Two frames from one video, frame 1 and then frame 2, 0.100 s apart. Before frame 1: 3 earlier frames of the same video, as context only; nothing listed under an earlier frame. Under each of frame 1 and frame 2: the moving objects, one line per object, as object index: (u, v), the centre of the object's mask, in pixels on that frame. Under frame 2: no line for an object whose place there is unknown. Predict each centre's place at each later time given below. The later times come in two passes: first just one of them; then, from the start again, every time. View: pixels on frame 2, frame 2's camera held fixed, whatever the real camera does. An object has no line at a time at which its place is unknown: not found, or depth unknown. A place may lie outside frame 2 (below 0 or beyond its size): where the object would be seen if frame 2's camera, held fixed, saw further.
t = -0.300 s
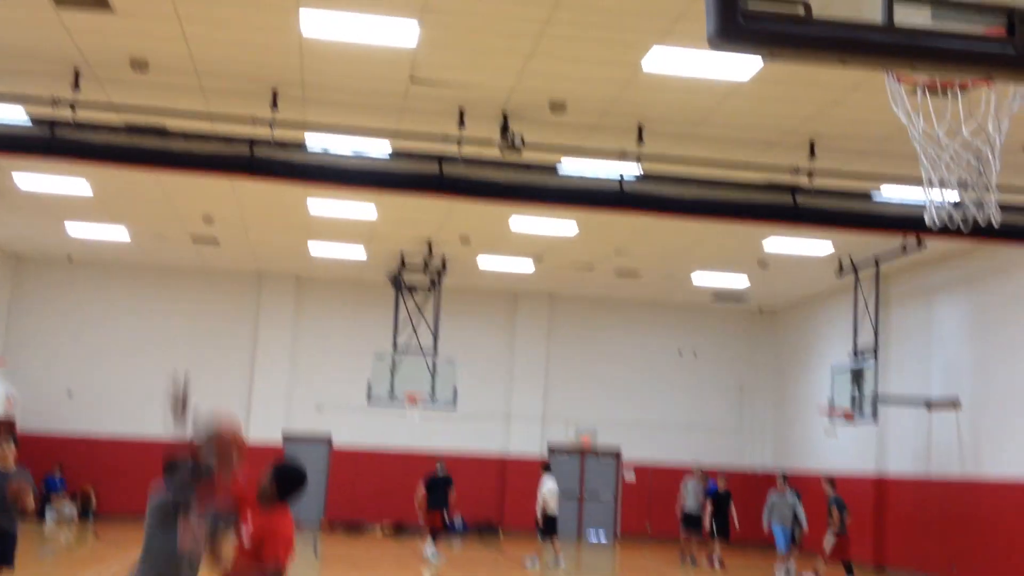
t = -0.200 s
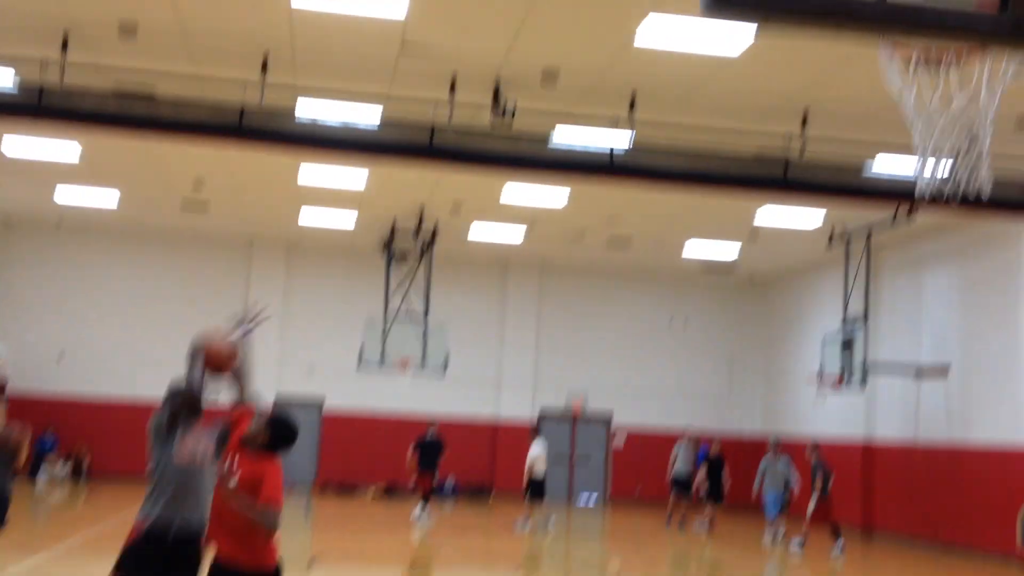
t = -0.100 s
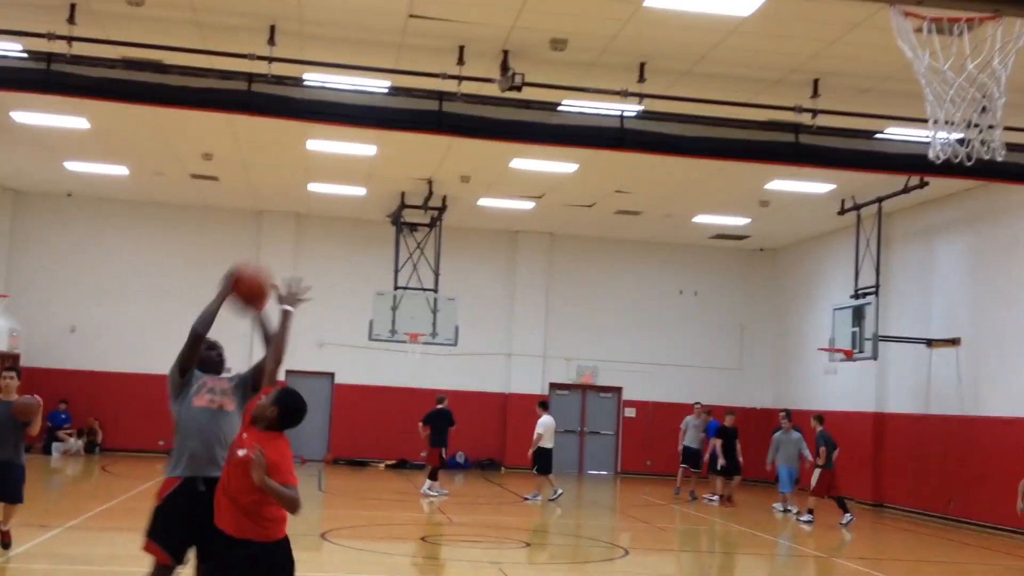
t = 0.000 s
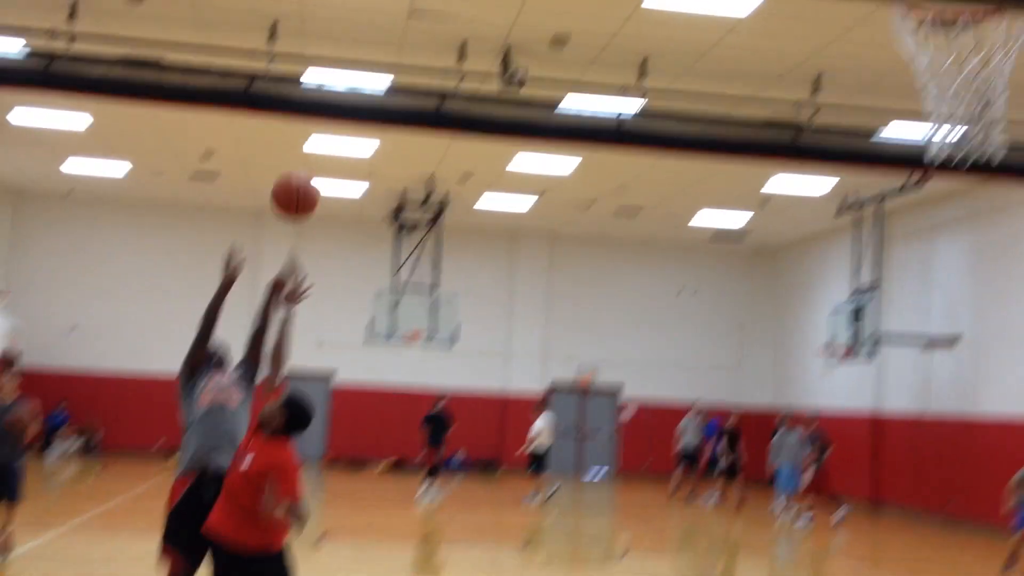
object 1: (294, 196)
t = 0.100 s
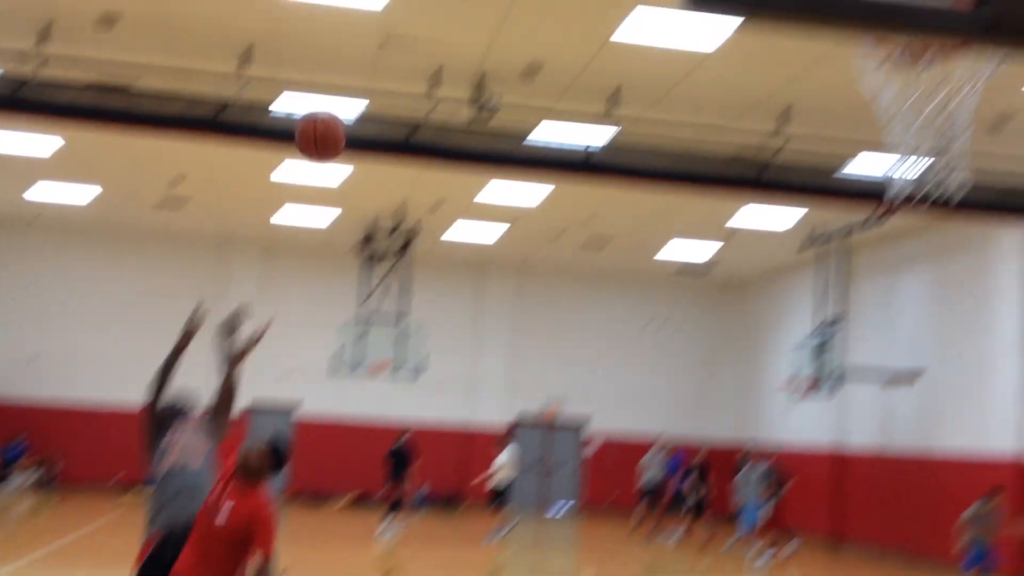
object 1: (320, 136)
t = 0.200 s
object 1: (380, 59)
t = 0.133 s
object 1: (340, 109)
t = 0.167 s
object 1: (361, 82)
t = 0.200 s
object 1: (380, 59)
